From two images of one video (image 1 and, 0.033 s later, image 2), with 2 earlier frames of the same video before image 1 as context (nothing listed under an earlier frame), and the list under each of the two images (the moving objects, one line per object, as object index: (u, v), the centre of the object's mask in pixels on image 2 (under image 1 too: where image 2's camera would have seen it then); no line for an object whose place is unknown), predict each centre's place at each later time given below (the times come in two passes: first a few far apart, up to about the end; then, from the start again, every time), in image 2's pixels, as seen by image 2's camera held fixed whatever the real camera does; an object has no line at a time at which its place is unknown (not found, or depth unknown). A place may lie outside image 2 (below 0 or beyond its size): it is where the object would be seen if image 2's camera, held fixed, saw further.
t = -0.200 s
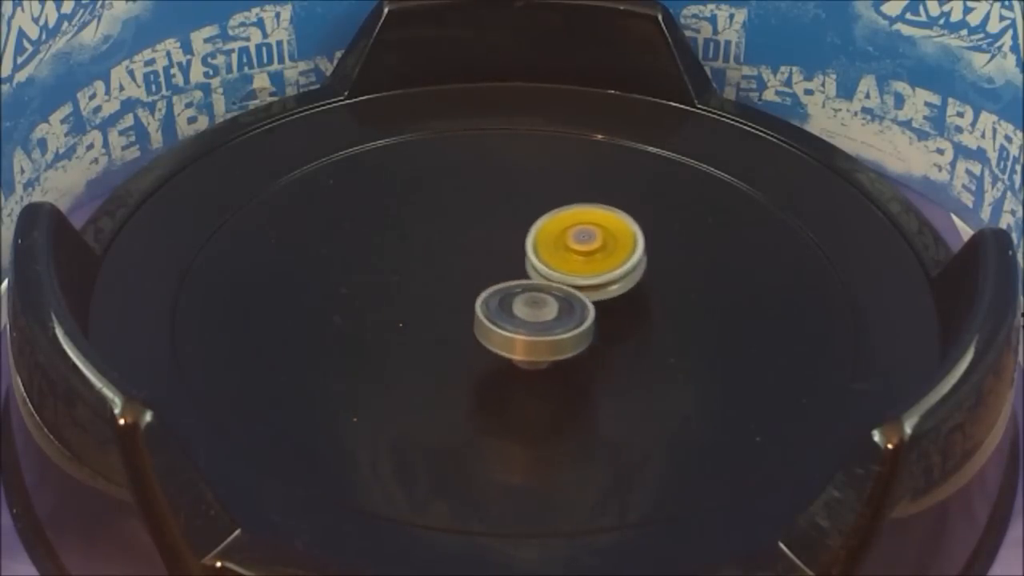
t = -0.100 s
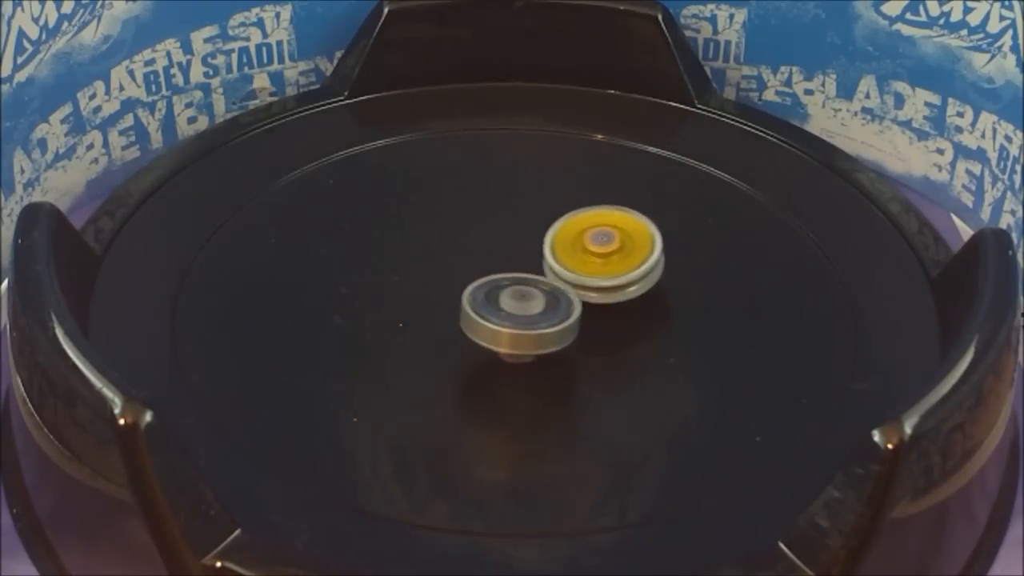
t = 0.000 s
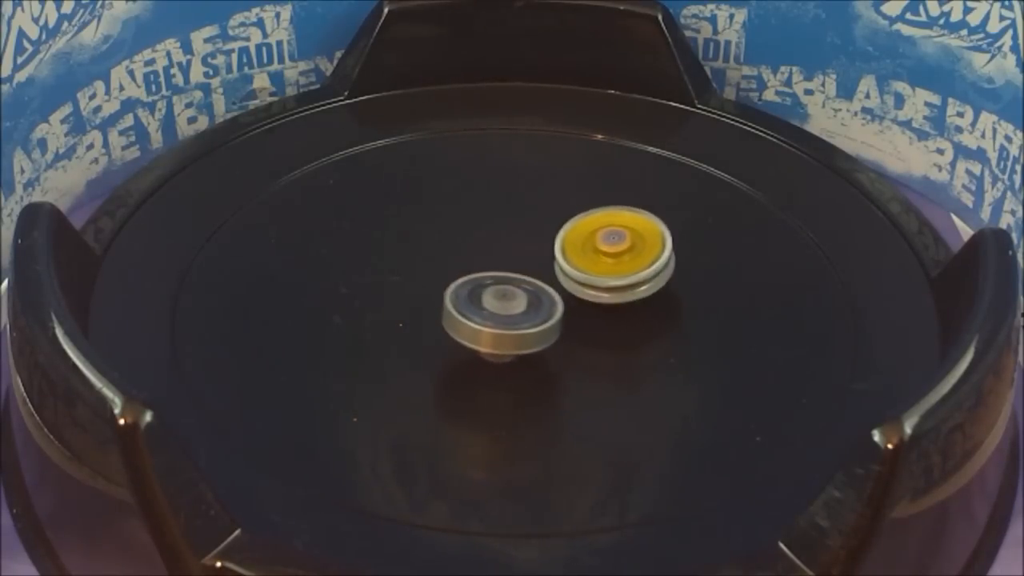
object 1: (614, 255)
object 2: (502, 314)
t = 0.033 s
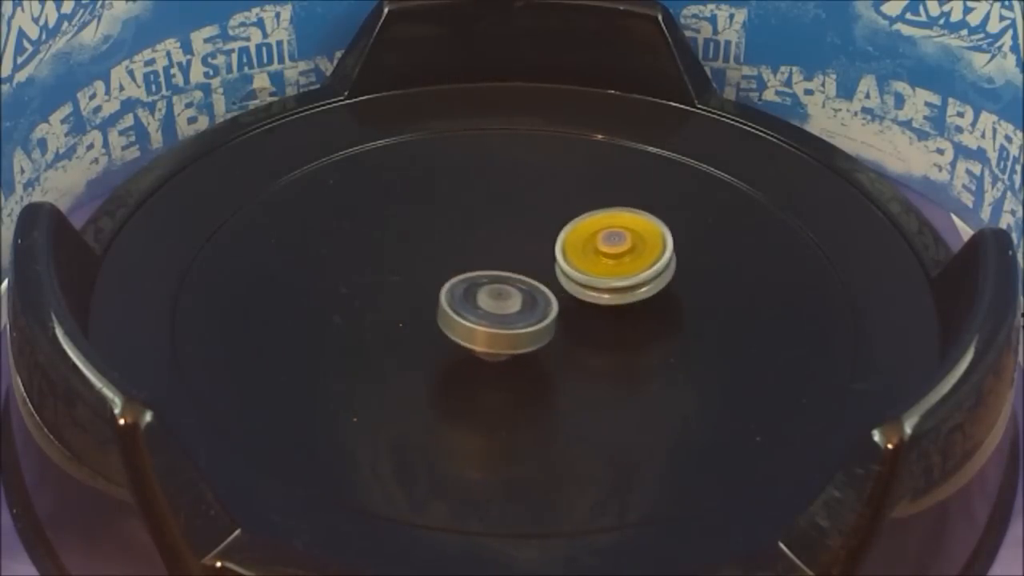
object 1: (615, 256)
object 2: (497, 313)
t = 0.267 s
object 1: (606, 284)
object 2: (483, 307)
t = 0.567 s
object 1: (643, 310)
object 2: (423, 295)
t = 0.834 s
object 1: (597, 326)
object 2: (465, 295)
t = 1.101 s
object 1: (542, 348)
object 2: (464, 276)
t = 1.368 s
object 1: (491, 346)
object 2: (492, 262)
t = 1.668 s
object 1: (434, 330)
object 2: (540, 257)
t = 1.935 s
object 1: (428, 312)
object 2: (553, 273)
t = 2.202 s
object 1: (432, 279)
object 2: (570, 282)
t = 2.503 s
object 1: (455, 256)
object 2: (559, 298)
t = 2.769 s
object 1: (482, 244)
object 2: (558, 321)
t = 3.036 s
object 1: (512, 244)
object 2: (532, 324)
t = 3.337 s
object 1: (556, 249)
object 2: (496, 328)
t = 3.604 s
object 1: (577, 260)
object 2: (486, 310)
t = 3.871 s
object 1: (595, 279)
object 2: (468, 302)
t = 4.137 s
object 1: (594, 308)
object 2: (468, 290)
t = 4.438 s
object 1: (590, 334)
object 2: (474, 274)
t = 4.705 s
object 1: (557, 343)
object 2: (489, 272)
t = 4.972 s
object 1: (536, 352)
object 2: (499, 265)
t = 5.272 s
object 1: (493, 341)
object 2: (515, 261)
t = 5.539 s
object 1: (459, 340)
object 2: (536, 258)
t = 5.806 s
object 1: (423, 332)
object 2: (567, 259)
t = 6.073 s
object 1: (432, 311)
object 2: (548, 279)
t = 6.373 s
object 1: (430, 278)
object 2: (572, 297)
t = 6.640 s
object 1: (449, 255)
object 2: (562, 311)
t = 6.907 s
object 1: (467, 242)
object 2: (560, 324)
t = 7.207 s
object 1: (518, 245)
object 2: (525, 324)
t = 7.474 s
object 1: (564, 254)
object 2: (493, 321)
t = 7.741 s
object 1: (603, 267)
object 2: (466, 308)
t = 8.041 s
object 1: (608, 290)
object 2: (483, 293)
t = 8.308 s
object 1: (591, 318)
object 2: (481, 279)
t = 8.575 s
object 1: (579, 348)
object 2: (464, 254)
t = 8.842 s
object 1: (531, 358)
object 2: (485, 246)
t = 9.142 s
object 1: (495, 340)
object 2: (495, 253)
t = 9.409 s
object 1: (494, 331)
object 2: (524, 246)
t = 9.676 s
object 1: (496, 330)
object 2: (547, 251)
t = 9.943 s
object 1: (483, 331)
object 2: (558, 262)
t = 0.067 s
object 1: (615, 258)
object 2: (493, 312)
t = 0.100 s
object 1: (614, 261)
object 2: (490, 311)
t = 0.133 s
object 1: (612, 265)
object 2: (488, 310)
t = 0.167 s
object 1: (610, 269)
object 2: (486, 309)
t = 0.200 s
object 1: (609, 274)
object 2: (485, 308)
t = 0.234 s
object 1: (607, 279)
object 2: (483, 308)
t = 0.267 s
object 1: (606, 284)
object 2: (483, 307)
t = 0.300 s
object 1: (604, 289)
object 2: (482, 307)
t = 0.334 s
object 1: (608, 294)
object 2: (471, 306)
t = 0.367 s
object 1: (618, 298)
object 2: (449, 305)
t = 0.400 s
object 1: (625, 301)
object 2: (434, 303)
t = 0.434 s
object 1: (631, 303)
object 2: (425, 302)
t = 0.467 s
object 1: (636, 305)
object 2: (419, 300)
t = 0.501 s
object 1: (640, 307)
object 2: (417, 298)
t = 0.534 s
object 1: (642, 309)
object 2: (419, 296)
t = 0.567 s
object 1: (643, 310)
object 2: (423, 295)
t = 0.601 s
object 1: (642, 311)
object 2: (429, 295)
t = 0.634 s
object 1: (639, 313)
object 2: (436, 294)
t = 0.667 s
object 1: (635, 315)
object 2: (442, 295)
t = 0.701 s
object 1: (629, 316)
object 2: (448, 295)
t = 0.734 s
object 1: (622, 318)
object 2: (453, 296)
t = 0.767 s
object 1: (614, 321)
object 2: (458, 296)
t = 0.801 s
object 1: (606, 324)
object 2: (462, 296)
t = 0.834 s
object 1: (597, 326)
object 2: (465, 295)
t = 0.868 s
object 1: (588, 329)
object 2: (468, 295)
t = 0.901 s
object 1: (580, 332)
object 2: (467, 293)
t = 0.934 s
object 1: (574, 335)
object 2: (463, 289)
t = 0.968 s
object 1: (568, 338)
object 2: (462, 286)
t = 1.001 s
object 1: (562, 341)
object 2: (461, 284)
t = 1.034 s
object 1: (555, 344)
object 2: (461, 281)
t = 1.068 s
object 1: (549, 346)
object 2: (462, 278)
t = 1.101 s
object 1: (542, 348)
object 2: (464, 276)
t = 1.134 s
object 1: (535, 349)
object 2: (466, 273)
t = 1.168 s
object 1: (529, 350)
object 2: (468, 271)
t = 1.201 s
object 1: (523, 350)
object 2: (471, 269)
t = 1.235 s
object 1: (516, 351)
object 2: (475, 267)
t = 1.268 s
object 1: (510, 350)
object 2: (479, 265)
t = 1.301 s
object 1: (503, 349)
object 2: (483, 264)
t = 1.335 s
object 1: (497, 348)
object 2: (487, 263)
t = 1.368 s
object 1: (491, 346)
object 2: (492, 262)
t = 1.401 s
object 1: (485, 344)
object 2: (496, 261)
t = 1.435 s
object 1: (479, 342)
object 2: (500, 260)
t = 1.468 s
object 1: (473, 339)
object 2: (505, 260)
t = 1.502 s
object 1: (468, 336)
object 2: (509, 260)
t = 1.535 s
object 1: (461, 333)
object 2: (514, 260)
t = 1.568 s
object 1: (452, 332)
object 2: (521, 259)
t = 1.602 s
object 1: (445, 332)
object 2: (528, 258)
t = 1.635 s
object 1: (439, 331)
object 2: (534, 257)
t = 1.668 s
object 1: (434, 330)
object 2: (540, 257)
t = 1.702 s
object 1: (430, 329)
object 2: (544, 258)
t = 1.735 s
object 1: (427, 328)
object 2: (548, 260)
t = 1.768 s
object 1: (425, 326)
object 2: (551, 262)
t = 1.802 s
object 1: (424, 324)
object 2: (552, 264)
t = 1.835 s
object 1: (423, 322)
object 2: (553, 267)
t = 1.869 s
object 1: (424, 319)
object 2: (553, 269)
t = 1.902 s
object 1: (426, 316)
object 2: (553, 271)
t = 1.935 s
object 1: (428, 312)
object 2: (553, 273)
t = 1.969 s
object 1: (430, 308)
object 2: (552, 275)
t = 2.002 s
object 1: (433, 304)
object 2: (551, 276)
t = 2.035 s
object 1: (435, 300)
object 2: (552, 277)
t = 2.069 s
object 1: (434, 295)
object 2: (557, 278)
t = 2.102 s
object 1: (433, 290)
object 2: (561, 279)
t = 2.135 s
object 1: (432, 286)
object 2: (565, 280)
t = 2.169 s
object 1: (431, 282)
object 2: (568, 281)
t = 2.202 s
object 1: (432, 279)
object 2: (570, 282)
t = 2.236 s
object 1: (432, 276)
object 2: (571, 283)
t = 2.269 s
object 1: (434, 273)
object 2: (571, 285)
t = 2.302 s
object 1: (436, 270)
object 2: (570, 286)
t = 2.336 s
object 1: (438, 267)
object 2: (569, 288)
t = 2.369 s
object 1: (441, 264)
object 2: (567, 290)
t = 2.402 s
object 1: (444, 262)
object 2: (565, 292)
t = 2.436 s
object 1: (448, 260)
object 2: (562, 293)
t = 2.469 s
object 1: (452, 259)
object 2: (560, 295)
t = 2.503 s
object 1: (455, 256)
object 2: (559, 298)
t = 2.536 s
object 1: (459, 254)
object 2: (559, 301)
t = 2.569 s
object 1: (462, 253)
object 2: (559, 303)
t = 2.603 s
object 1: (466, 252)
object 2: (558, 305)
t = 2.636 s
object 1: (470, 251)
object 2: (557, 307)
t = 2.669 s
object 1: (475, 249)
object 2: (558, 310)
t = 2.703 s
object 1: (478, 247)
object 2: (559, 315)
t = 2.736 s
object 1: (480, 245)
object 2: (559, 319)
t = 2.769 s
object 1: (482, 244)
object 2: (558, 321)
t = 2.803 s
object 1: (484, 243)
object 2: (556, 323)
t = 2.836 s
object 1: (487, 243)
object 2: (552, 324)
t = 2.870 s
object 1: (490, 243)
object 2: (549, 324)
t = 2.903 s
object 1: (494, 243)
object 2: (545, 324)
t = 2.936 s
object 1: (497, 244)
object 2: (542, 323)
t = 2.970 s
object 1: (502, 244)
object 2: (538, 321)
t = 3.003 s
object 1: (507, 245)
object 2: (535, 321)
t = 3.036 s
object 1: (512, 244)
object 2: (532, 324)
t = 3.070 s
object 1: (517, 244)
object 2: (528, 326)
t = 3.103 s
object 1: (522, 245)
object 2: (525, 327)
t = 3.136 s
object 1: (526, 245)
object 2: (523, 326)
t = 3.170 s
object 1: (531, 246)
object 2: (520, 326)
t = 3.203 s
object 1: (536, 247)
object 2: (516, 325)
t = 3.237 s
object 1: (541, 248)
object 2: (513, 323)
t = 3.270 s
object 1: (548, 249)
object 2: (507, 325)
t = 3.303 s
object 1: (552, 249)
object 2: (501, 328)
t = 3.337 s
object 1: (556, 249)
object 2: (496, 328)
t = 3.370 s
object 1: (560, 249)
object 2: (492, 328)
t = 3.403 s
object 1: (563, 249)
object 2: (489, 327)
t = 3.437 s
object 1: (565, 250)
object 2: (487, 324)
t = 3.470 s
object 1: (568, 252)
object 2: (485, 322)
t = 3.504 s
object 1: (571, 253)
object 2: (485, 319)
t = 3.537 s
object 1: (573, 255)
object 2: (485, 316)
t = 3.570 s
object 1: (575, 257)
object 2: (486, 313)
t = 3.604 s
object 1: (577, 260)
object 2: (486, 310)
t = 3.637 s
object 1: (581, 263)
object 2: (480, 310)
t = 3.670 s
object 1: (584, 265)
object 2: (474, 309)
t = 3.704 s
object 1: (587, 267)
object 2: (471, 308)
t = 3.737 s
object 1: (590, 269)
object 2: (468, 307)
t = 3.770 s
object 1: (592, 271)
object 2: (466, 306)
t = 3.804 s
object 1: (594, 273)
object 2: (466, 305)
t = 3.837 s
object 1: (595, 276)
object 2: (466, 303)
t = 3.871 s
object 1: (595, 279)
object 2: (468, 302)
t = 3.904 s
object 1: (595, 283)
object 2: (470, 301)
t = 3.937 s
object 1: (595, 286)
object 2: (472, 299)
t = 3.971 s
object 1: (595, 290)
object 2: (472, 298)
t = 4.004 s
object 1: (594, 293)
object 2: (471, 297)
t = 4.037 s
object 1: (594, 298)
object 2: (469, 295)
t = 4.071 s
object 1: (594, 302)
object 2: (467, 293)
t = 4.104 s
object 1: (594, 305)
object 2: (467, 291)
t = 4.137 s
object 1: (594, 308)
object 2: (468, 290)
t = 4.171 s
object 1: (593, 312)
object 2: (470, 288)
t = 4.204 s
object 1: (592, 315)
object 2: (472, 286)
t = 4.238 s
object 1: (591, 318)
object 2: (473, 284)
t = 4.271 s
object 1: (593, 322)
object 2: (470, 280)
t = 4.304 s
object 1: (594, 325)
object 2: (468, 277)
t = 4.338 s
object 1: (594, 328)
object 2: (468, 275)
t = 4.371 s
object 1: (593, 330)
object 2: (469, 274)
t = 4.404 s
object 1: (592, 332)
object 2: (471, 274)
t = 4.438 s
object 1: (590, 334)
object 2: (474, 274)
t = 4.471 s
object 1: (587, 335)
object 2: (477, 274)
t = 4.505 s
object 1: (583, 336)
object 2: (480, 275)
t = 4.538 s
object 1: (579, 337)
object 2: (483, 276)
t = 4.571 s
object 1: (573, 337)
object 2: (486, 277)
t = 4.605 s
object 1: (569, 339)
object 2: (488, 276)
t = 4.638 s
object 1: (565, 340)
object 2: (488, 274)
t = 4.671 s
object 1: (561, 341)
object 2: (489, 273)
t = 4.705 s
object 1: (557, 343)
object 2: (489, 272)
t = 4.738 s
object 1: (555, 346)
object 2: (489, 269)
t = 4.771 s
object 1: (553, 349)
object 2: (489, 265)
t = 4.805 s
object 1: (552, 351)
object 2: (489, 262)
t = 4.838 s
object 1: (549, 352)
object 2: (491, 261)
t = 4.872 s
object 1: (546, 353)
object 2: (493, 261)
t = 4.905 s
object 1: (543, 354)
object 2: (495, 262)
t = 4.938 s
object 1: (540, 353)
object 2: (498, 263)
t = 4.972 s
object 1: (536, 352)
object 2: (499, 265)
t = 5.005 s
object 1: (532, 351)
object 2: (501, 266)
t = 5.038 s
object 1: (527, 349)
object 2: (502, 267)
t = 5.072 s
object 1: (522, 347)
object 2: (503, 267)
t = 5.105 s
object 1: (517, 347)
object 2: (505, 264)
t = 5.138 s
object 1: (512, 347)
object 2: (508, 262)
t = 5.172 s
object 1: (508, 346)
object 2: (510, 261)
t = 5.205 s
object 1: (503, 344)
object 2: (512, 260)
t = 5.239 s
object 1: (499, 342)
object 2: (514, 260)
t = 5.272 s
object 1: (493, 341)
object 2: (515, 261)
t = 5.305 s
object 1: (485, 343)
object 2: (520, 257)
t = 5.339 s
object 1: (479, 344)
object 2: (524, 253)
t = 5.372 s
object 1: (474, 344)
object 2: (527, 250)
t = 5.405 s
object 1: (470, 345)
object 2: (530, 249)
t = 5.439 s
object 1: (466, 344)
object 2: (533, 249)
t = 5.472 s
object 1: (463, 343)
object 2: (535, 251)
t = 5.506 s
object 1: (461, 342)
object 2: (536, 254)
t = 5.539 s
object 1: (459, 340)
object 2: (536, 258)
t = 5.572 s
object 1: (457, 337)
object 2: (535, 263)
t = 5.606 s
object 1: (456, 334)
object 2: (534, 266)
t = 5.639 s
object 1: (454, 331)
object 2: (533, 269)
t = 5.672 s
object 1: (442, 332)
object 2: (541, 266)
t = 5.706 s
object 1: (435, 333)
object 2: (552, 262)
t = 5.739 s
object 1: (430, 332)
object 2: (559, 260)
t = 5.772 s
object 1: (425, 332)
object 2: (564, 259)
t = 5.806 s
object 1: (423, 332)
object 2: (567, 259)
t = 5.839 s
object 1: (420, 330)
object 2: (568, 261)
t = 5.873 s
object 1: (420, 329)
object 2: (567, 264)
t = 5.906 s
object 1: (420, 327)
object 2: (565, 266)
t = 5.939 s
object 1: (421, 324)
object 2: (561, 269)
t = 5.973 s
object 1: (423, 321)
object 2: (557, 272)
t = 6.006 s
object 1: (427, 318)
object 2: (553, 275)
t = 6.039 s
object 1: (431, 314)
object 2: (549, 277)
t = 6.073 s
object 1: (432, 311)
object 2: (548, 279)
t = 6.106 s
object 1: (431, 307)
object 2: (554, 280)
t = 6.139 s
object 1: (429, 304)
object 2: (558, 281)
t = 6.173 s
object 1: (431, 301)
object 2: (560, 283)
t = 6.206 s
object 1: (431, 297)
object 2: (561, 285)
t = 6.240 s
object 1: (433, 294)
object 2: (560, 287)
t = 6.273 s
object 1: (435, 289)
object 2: (558, 289)
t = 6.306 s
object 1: (432, 285)
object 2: (565, 292)
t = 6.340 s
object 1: (431, 282)
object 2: (570, 295)
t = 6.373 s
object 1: (430, 278)
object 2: (572, 297)
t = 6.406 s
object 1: (431, 275)
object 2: (571, 299)
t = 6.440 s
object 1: (432, 272)
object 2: (570, 301)
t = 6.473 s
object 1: (434, 269)
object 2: (566, 302)
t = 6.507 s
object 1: (437, 267)
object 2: (563, 303)
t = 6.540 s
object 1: (441, 265)
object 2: (559, 303)
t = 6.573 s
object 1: (445, 263)
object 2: (554, 304)
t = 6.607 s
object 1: (449, 260)
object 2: (552, 304)
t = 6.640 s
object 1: (449, 255)
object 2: (562, 311)
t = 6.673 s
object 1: (449, 251)
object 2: (570, 317)
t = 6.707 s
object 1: (449, 248)
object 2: (575, 321)
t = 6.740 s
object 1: (450, 245)
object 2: (576, 324)
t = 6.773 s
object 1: (452, 243)
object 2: (575, 326)
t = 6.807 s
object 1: (454, 242)
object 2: (573, 327)
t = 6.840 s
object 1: (458, 241)
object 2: (569, 327)
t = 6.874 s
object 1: (462, 241)
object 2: (565, 325)
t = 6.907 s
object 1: (467, 242)
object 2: (560, 324)
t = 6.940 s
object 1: (472, 243)
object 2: (555, 322)
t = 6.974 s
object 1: (479, 245)
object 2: (550, 320)
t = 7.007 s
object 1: (484, 246)
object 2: (545, 318)
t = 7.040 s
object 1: (490, 246)
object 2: (541, 318)
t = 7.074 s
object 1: (497, 245)
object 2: (540, 322)
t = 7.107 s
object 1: (501, 245)
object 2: (537, 324)
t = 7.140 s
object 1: (507, 245)
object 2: (533, 325)
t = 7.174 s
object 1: (512, 245)
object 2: (529, 325)
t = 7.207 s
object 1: (518, 245)
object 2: (525, 324)
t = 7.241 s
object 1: (524, 246)
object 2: (522, 324)
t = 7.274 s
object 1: (531, 247)
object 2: (518, 324)
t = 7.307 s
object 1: (537, 247)
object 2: (514, 324)
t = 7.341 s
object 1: (542, 249)
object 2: (511, 323)
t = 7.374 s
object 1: (548, 250)
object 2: (508, 322)
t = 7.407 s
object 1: (555, 252)
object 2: (502, 323)
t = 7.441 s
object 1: (559, 252)
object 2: (497, 322)
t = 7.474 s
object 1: (564, 254)
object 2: (493, 321)
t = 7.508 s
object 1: (569, 255)
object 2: (491, 319)
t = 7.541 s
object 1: (573, 257)
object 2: (489, 317)
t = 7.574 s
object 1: (577, 259)
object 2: (489, 314)
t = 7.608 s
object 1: (580, 261)
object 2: (488, 311)
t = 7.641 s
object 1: (584, 264)
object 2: (486, 310)
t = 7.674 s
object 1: (591, 266)
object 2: (476, 310)
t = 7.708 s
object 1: (596, 266)
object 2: (470, 310)
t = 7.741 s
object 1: (603, 267)
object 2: (466, 308)
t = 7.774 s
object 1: (608, 268)
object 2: (464, 306)
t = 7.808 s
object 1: (613, 269)
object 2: (464, 304)
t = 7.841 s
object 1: (615, 271)
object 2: (465, 302)
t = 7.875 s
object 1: (617, 274)
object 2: (467, 300)
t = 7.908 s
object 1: (617, 276)
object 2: (470, 299)
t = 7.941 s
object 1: (617, 279)
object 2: (473, 297)
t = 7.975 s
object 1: (615, 283)
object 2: (476, 296)
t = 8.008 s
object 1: (613, 286)
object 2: (479, 295)
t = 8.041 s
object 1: (608, 290)
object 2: (483, 293)
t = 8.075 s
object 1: (607, 295)
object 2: (483, 292)
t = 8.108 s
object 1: (605, 298)
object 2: (480, 290)
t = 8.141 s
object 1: (605, 302)
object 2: (475, 287)
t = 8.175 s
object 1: (604, 305)
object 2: (473, 285)
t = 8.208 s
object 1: (603, 309)
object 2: (473, 283)
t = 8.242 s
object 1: (599, 312)
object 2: (475, 281)
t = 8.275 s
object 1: (596, 315)
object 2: (478, 280)
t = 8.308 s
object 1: (591, 318)
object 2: (481, 279)
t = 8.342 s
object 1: (598, 327)
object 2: (470, 269)
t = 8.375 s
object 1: (597, 331)
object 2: (460, 260)
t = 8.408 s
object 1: (599, 334)
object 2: (455, 255)
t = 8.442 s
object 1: (596, 338)
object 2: (454, 252)
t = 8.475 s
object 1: (594, 341)
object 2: (454, 251)
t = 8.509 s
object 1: (590, 344)
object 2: (457, 251)
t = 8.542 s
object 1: (585, 347)
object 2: (460, 252)
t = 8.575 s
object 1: (579, 348)
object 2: (464, 254)
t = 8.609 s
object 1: (573, 349)
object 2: (469, 258)
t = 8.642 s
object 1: (566, 350)
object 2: (473, 262)
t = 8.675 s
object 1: (559, 349)
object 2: (478, 266)
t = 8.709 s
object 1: (552, 348)
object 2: (482, 270)
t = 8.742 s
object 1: (544, 347)
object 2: (485, 272)
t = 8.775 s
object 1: (540, 351)
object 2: (487, 269)
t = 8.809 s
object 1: (536, 357)
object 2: (486, 258)
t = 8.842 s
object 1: (531, 358)
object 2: (485, 246)
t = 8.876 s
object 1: (526, 359)
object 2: (484, 237)
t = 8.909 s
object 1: (521, 359)
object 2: (485, 233)
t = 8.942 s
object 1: (514, 357)
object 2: (486, 231)
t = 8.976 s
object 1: (511, 355)
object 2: (487, 232)
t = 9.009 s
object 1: (506, 353)
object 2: (488, 235)
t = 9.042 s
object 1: (501, 350)
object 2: (490, 239)
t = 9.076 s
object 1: (499, 347)
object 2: (492, 244)
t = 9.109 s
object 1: (497, 344)
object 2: (493, 250)
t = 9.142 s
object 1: (495, 340)
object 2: (495, 253)
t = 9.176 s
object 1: (494, 339)
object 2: (497, 255)
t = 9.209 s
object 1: (490, 337)
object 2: (500, 253)
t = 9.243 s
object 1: (492, 332)
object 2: (503, 252)
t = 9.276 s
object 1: (490, 335)
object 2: (507, 247)
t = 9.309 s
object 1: (489, 332)
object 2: (512, 246)
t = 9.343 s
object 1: (493, 334)
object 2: (516, 245)
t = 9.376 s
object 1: (492, 333)
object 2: (520, 244)
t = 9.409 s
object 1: (494, 331)
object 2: (524, 246)
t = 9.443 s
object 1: (496, 331)
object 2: (526, 247)
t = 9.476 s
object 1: (496, 328)
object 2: (528, 249)
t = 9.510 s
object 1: (496, 328)
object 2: (530, 249)
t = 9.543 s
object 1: (498, 327)
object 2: (533, 250)
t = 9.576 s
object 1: (498, 328)
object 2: (536, 251)
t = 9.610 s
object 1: (495, 328)
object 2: (540, 250)
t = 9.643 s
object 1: (496, 328)
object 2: (544, 251)
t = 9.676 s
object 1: (496, 330)
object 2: (547, 251)
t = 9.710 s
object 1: (495, 330)
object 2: (549, 253)
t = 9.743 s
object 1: (496, 330)
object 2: (550, 256)
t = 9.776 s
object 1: (495, 330)
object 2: (552, 258)
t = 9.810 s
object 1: (492, 329)
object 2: (553, 259)
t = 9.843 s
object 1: (489, 330)
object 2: (555, 259)
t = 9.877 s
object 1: (488, 331)
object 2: (555, 259)
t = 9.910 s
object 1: (485, 332)
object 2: (557, 260)
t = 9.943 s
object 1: (483, 331)
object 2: (558, 262)
